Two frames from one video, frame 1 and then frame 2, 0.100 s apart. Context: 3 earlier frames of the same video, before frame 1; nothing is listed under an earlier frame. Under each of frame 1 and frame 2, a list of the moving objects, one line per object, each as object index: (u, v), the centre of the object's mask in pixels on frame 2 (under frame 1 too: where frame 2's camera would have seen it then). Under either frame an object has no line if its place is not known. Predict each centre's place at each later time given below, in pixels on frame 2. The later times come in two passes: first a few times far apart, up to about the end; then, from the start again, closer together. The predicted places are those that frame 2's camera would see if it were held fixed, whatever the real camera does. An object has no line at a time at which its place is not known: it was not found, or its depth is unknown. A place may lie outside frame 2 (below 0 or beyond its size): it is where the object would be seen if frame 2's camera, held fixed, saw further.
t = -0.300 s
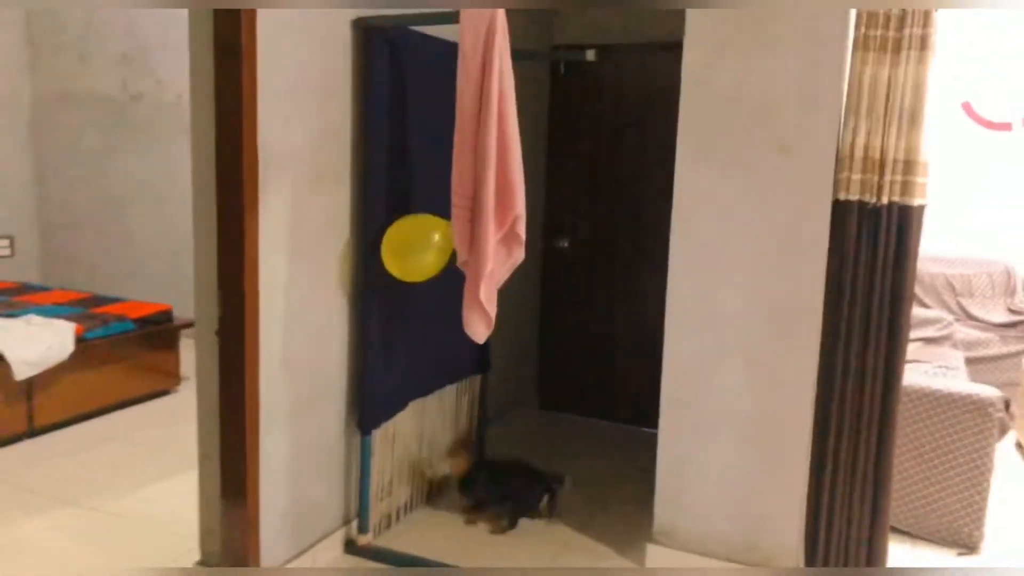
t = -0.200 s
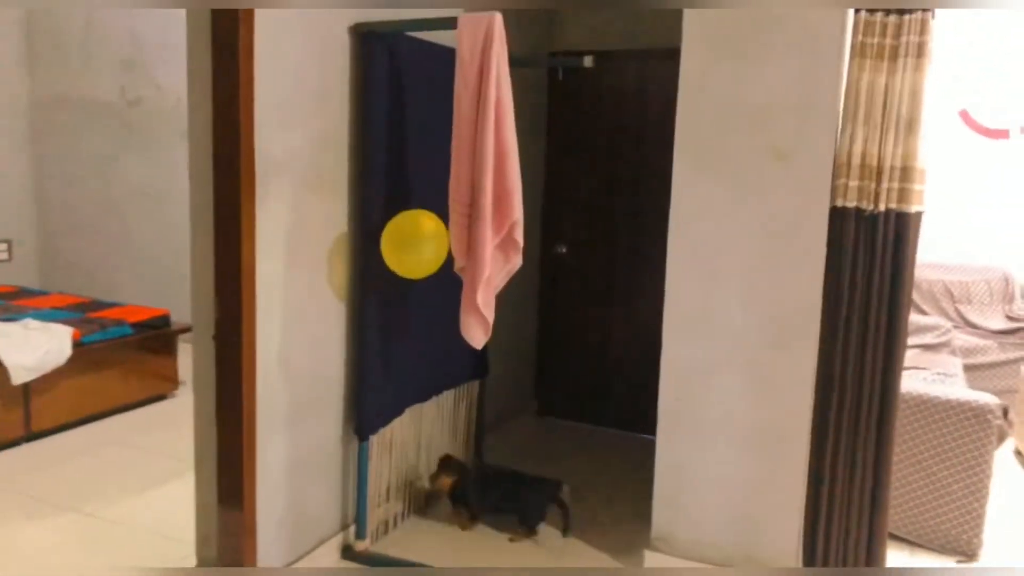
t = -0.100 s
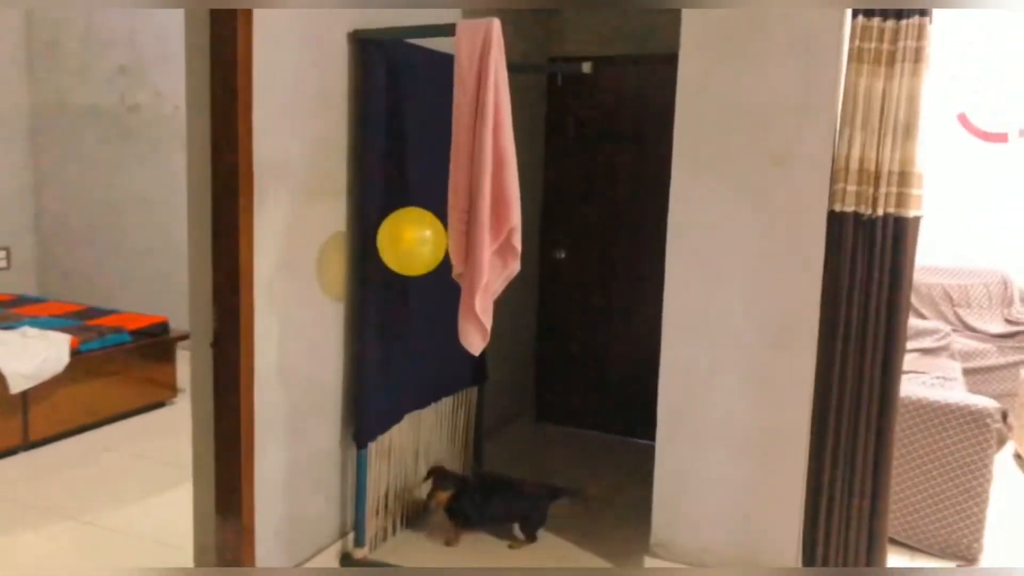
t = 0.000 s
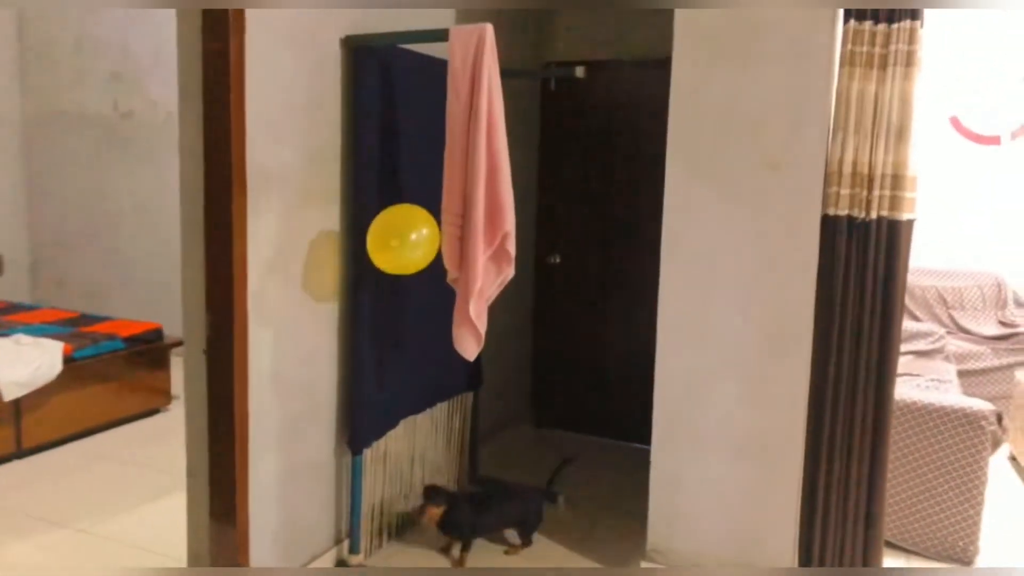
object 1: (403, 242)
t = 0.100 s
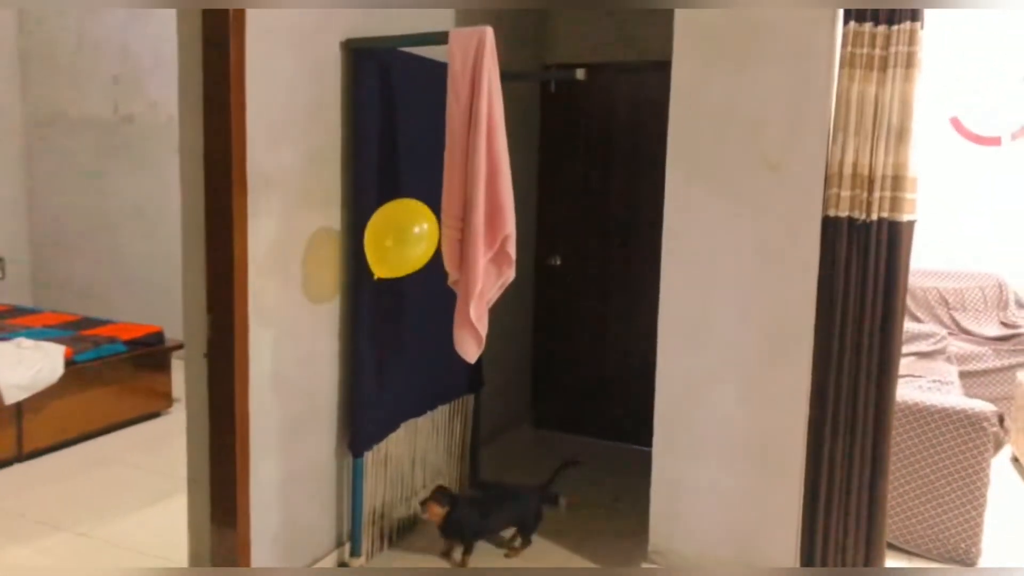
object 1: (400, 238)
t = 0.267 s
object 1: (397, 235)
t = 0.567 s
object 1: (391, 252)
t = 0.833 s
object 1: (388, 286)
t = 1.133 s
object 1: (384, 350)
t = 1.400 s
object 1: (375, 425)
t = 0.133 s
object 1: (400, 237)
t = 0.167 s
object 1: (399, 236)
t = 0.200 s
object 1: (399, 235)
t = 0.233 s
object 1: (398, 235)
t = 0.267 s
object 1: (397, 235)
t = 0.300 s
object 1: (396, 235)
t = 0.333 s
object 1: (395, 237)
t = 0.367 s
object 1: (395, 238)
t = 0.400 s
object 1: (394, 240)
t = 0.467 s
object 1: (392, 244)
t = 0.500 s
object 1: (392, 246)
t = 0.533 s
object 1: (391, 249)
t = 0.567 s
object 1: (391, 252)
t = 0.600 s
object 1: (390, 255)
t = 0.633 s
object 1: (390, 259)
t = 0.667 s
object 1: (389, 262)
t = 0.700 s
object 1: (389, 266)
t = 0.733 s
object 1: (388, 271)
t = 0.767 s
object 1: (388, 276)
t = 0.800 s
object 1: (388, 281)
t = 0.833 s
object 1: (388, 286)
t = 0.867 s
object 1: (387, 292)
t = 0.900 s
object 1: (387, 297)
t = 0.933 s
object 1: (387, 305)
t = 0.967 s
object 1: (386, 312)
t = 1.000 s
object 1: (386, 319)
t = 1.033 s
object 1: (386, 326)
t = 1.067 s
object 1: (385, 334)
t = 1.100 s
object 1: (384, 342)
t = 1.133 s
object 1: (384, 350)
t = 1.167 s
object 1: (383, 359)
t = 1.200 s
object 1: (382, 367)
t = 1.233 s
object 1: (381, 377)
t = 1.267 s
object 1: (380, 386)
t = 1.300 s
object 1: (379, 395)
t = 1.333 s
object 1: (378, 405)
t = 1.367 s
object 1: (376, 415)
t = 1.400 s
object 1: (375, 425)
